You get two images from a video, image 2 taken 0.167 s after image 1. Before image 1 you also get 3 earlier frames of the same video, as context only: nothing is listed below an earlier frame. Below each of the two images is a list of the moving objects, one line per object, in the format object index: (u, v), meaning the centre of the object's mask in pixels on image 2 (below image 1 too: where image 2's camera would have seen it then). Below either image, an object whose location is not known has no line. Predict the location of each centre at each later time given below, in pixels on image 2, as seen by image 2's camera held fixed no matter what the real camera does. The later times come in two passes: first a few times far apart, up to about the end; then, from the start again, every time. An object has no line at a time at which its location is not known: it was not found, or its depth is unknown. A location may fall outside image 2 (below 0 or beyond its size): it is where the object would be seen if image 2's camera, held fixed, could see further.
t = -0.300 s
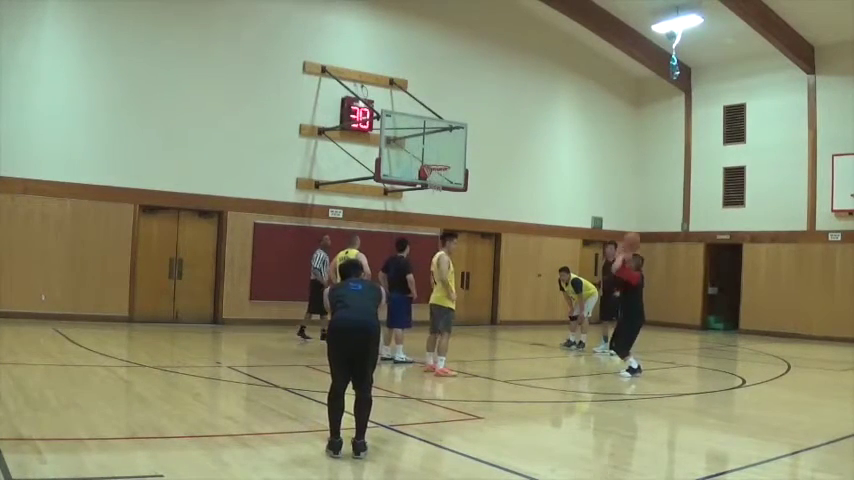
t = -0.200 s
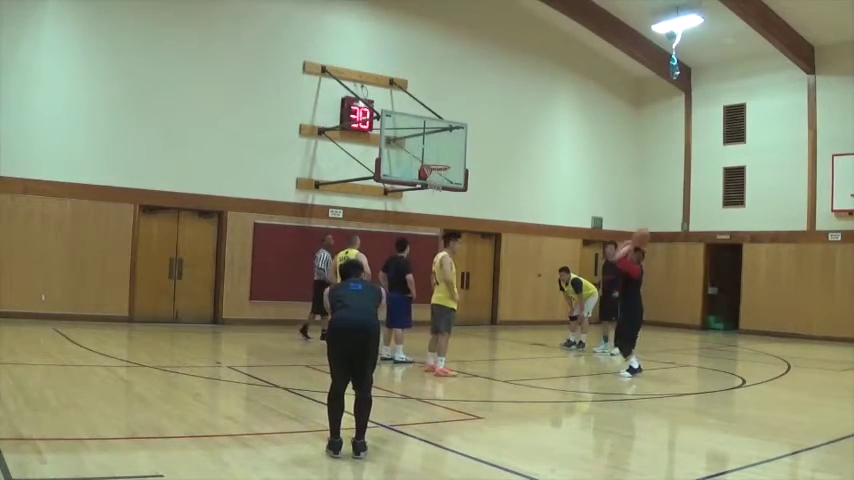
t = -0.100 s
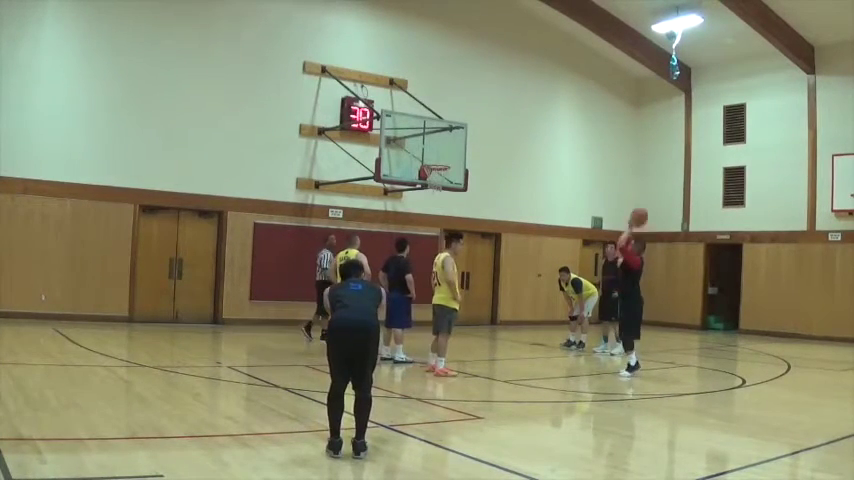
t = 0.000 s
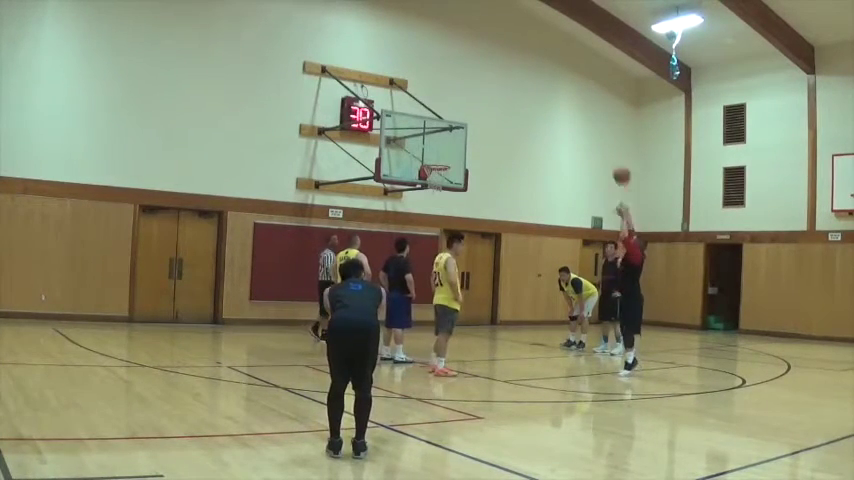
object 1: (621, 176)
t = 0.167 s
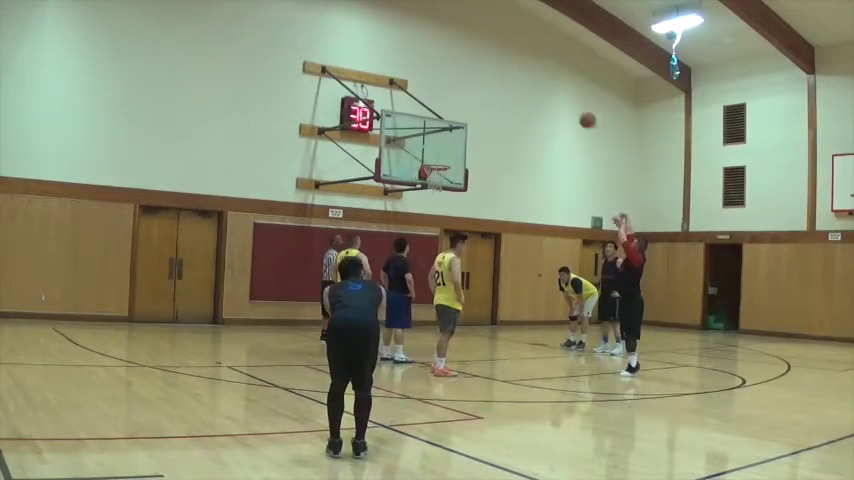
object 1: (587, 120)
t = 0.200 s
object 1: (581, 112)
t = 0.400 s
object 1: (544, 81)
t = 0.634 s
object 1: (505, 79)
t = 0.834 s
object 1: (474, 102)
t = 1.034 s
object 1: (445, 145)
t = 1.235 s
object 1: (435, 173)
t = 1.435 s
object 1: (435, 179)
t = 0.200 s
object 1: (581, 112)
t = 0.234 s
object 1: (574, 104)
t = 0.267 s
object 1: (568, 98)
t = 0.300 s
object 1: (562, 93)
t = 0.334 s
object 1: (555, 88)
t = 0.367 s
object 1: (550, 85)
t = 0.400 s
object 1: (544, 81)
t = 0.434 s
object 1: (538, 79)
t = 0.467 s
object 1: (532, 77)
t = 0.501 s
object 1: (526, 76)
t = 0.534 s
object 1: (521, 76)
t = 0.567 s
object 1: (516, 77)
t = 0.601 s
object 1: (510, 78)
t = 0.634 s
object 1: (505, 79)
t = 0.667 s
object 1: (499, 82)
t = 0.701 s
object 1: (494, 85)
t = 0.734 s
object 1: (489, 88)
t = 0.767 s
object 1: (484, 92)
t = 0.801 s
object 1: (479, 97)
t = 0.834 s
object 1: (474, 102)
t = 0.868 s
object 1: (469, 108)
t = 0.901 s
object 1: (464, 114)
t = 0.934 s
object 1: (459, 121)
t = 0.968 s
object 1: (455, 129)
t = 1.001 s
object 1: (450, 137)
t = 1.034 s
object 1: (445, 145)
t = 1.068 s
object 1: (440, 154)
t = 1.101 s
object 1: (437, 162)
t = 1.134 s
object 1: (434, 169)
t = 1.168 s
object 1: (435, 173)
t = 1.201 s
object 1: (435, 173)
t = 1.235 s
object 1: (435, 173)
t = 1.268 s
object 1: (434, 174)
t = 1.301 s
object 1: (434, 174)
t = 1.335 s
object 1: (434, 174)
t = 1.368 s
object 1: (435, 174)
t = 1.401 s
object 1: (435, 176)
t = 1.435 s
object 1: (435, 179)
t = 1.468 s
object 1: (435, 179)
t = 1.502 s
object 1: (435, 180)
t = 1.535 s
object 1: (435, 181)
